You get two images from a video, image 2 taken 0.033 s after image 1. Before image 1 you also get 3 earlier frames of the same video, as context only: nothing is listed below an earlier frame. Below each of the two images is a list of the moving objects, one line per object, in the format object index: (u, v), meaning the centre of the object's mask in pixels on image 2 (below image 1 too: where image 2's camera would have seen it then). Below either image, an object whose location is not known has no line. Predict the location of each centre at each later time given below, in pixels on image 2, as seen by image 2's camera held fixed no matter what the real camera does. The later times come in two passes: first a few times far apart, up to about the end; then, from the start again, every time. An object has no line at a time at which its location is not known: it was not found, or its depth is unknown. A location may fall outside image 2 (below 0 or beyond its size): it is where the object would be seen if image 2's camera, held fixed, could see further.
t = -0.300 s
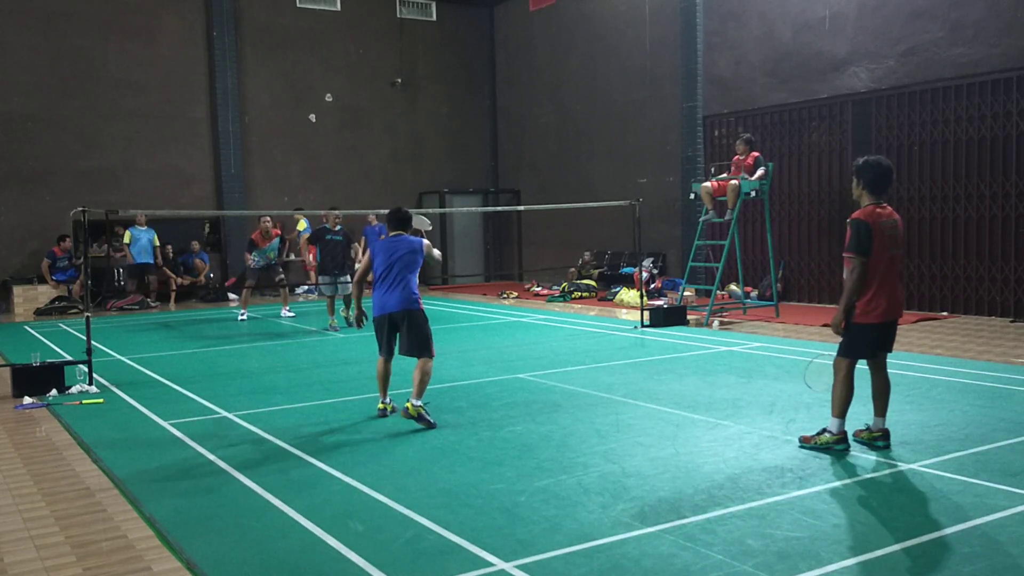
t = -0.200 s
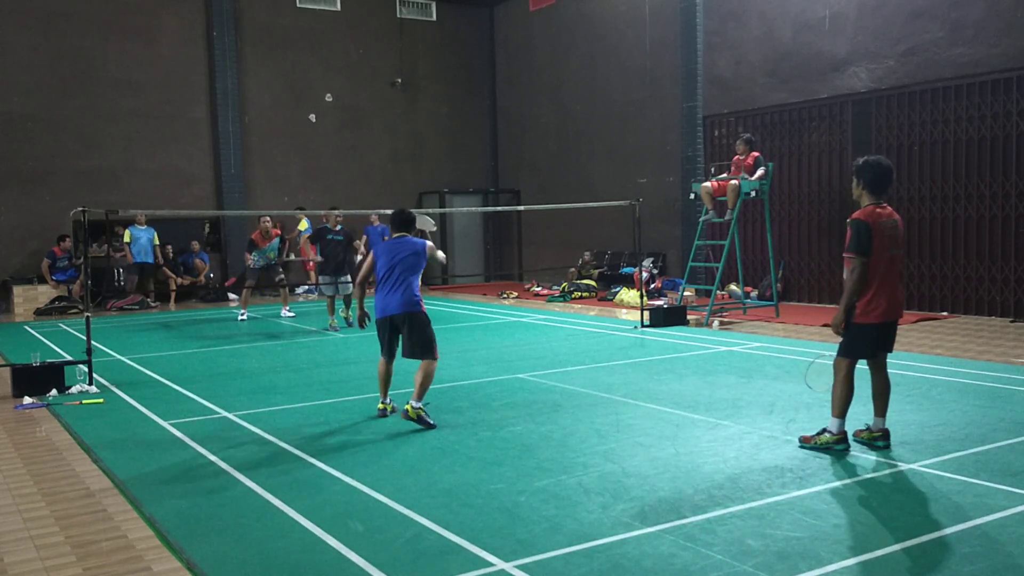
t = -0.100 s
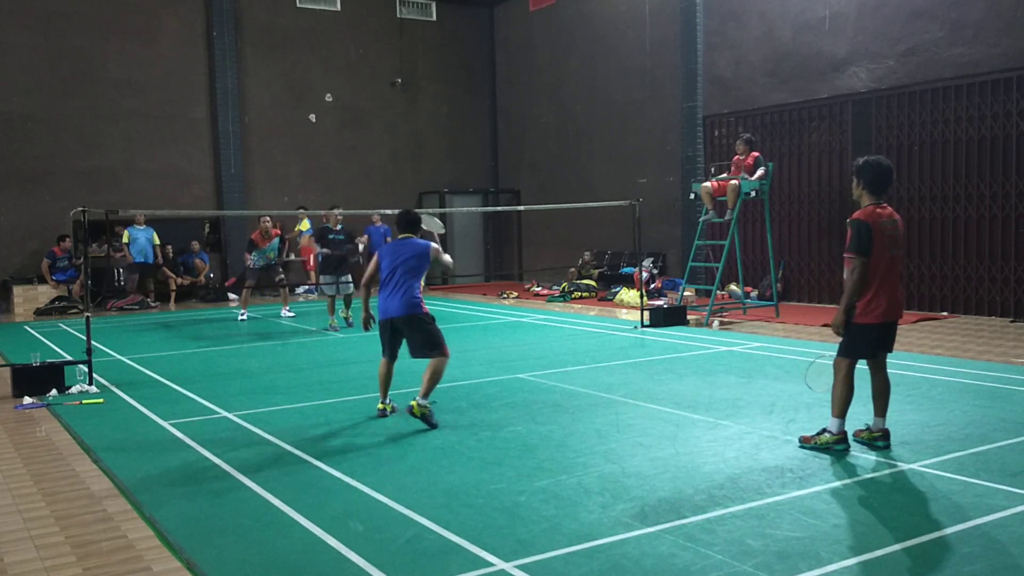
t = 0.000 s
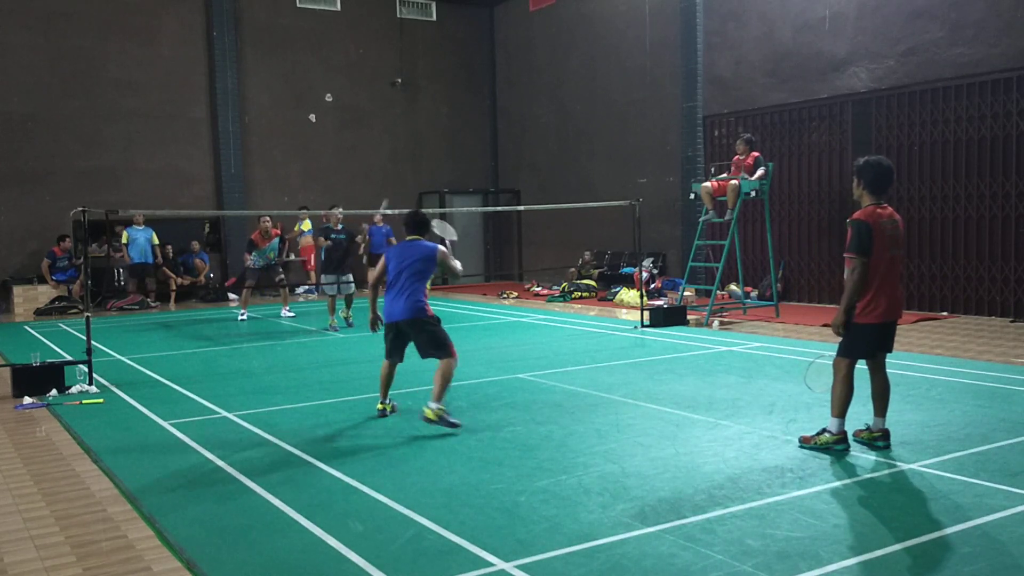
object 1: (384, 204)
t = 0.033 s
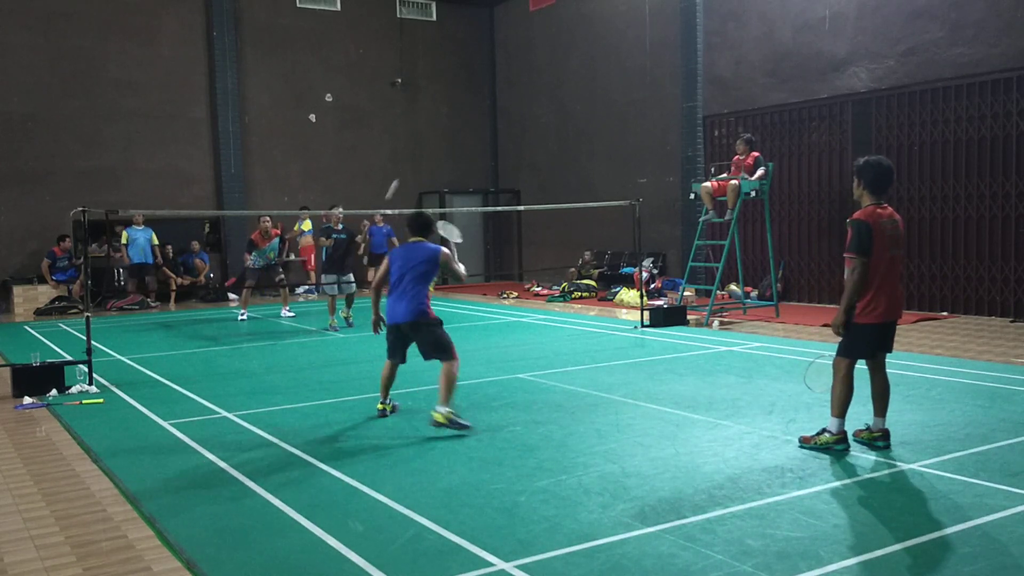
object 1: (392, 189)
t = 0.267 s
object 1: (466, 85)
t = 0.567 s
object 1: (556, 41)
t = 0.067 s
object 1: (404, 171)
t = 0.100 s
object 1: (415, 154)
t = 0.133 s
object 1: (426, 138)
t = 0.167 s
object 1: (436, 122)
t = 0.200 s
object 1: (446, 109)
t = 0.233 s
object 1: (456, 96)
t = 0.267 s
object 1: (466, 85)
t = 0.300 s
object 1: (477, 75)
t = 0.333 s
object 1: (487, 67)
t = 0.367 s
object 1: (497, 59)
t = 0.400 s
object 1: (507, 53)
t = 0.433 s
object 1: (517, 47)
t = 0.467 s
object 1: (527, 44)
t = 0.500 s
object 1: (537, 41)
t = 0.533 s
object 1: (547, 40)
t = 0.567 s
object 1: (556, 41)
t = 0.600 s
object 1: (567, 43)
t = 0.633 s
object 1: (577, 47)
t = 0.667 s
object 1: (587, 52)
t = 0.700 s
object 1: (597, 58)
